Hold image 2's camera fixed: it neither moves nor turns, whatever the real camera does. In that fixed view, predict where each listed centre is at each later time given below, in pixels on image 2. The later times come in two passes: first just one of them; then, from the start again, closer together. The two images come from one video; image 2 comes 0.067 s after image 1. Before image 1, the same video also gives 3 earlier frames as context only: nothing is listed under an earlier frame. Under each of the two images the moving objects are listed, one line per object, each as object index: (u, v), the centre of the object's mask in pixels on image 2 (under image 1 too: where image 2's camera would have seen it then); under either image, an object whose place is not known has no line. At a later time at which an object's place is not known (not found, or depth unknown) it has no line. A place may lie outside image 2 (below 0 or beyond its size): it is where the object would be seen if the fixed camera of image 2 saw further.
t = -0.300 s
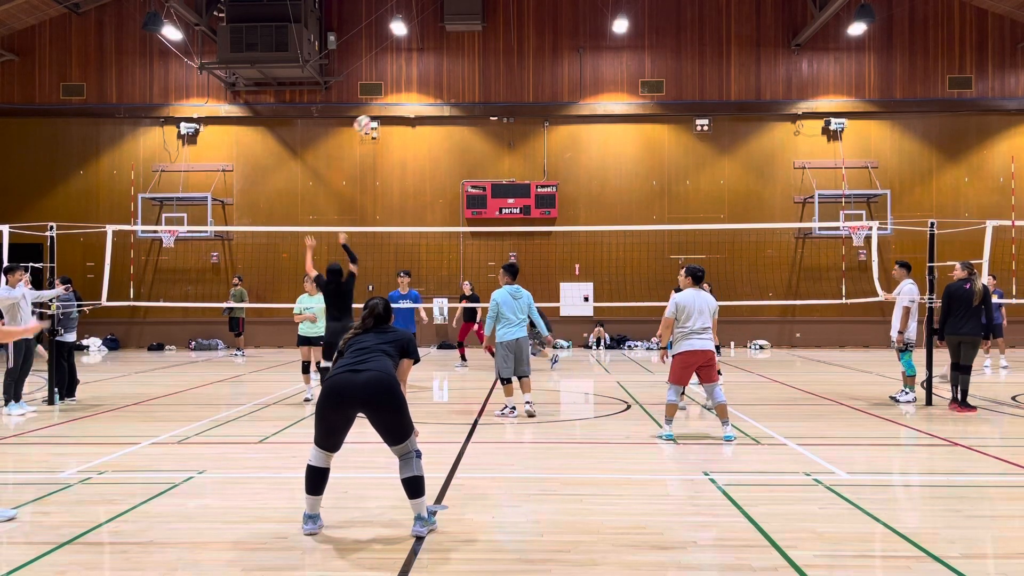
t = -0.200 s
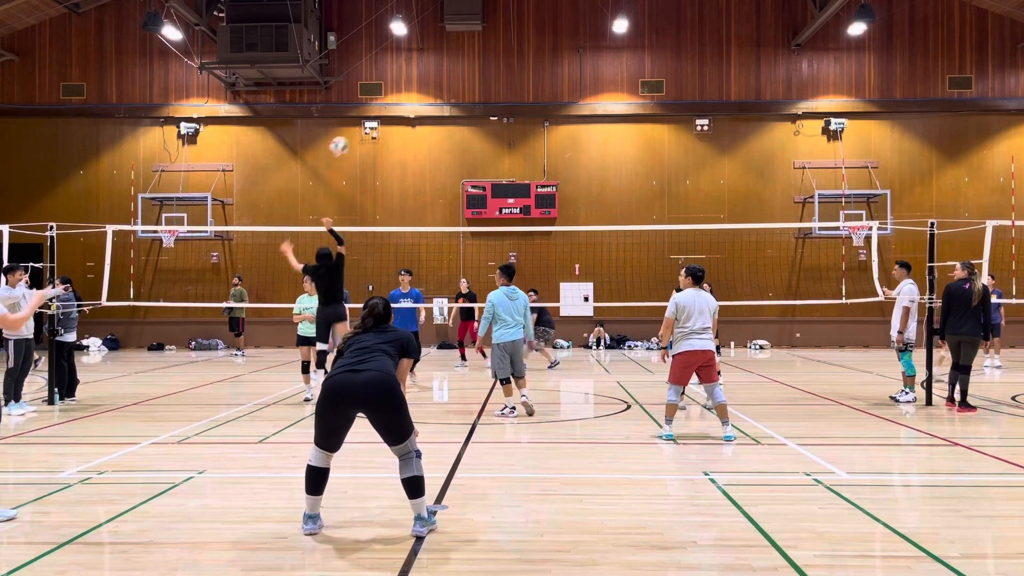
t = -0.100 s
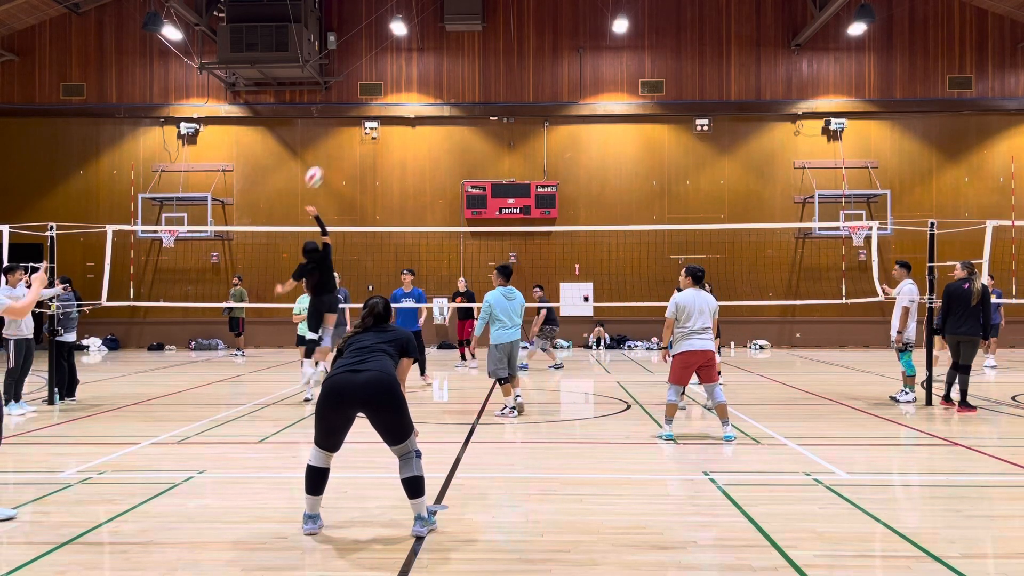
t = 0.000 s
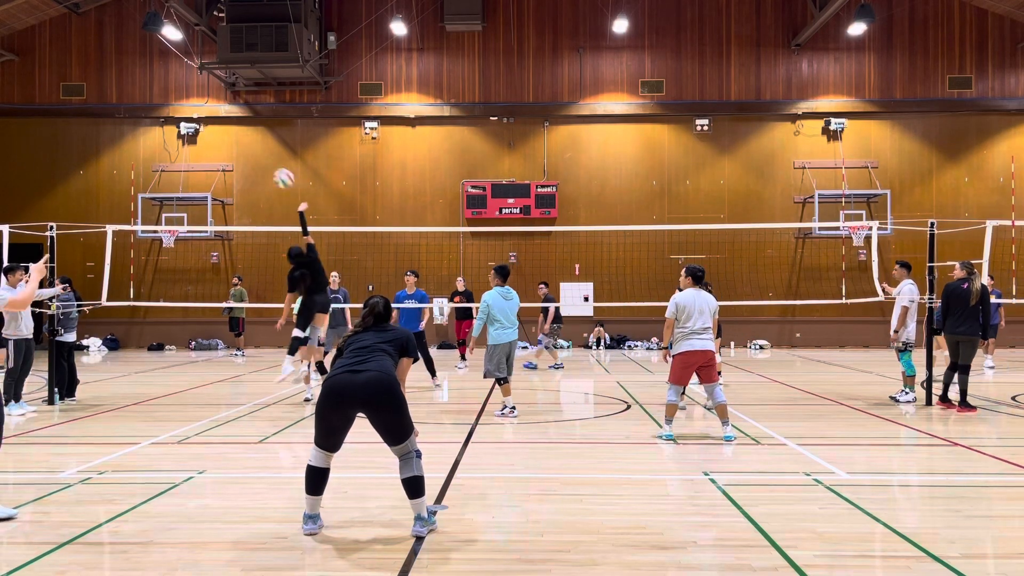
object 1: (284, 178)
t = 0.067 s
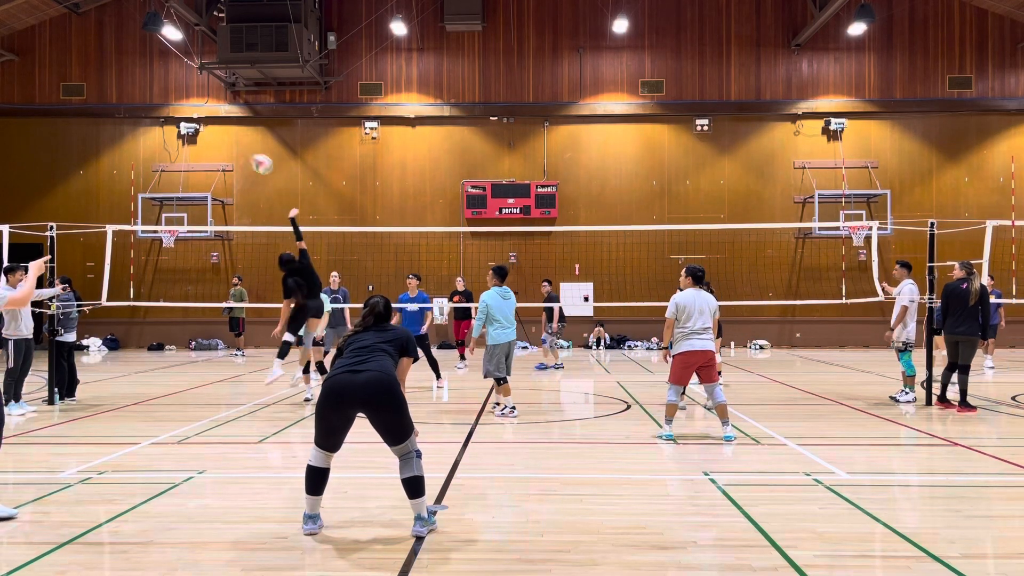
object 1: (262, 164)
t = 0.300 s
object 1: (181, 140)
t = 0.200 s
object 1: (216, 144)
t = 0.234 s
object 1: (204, 141)
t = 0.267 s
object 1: (191, 138)
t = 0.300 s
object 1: (181, 140)
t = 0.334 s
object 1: (170, 141)
